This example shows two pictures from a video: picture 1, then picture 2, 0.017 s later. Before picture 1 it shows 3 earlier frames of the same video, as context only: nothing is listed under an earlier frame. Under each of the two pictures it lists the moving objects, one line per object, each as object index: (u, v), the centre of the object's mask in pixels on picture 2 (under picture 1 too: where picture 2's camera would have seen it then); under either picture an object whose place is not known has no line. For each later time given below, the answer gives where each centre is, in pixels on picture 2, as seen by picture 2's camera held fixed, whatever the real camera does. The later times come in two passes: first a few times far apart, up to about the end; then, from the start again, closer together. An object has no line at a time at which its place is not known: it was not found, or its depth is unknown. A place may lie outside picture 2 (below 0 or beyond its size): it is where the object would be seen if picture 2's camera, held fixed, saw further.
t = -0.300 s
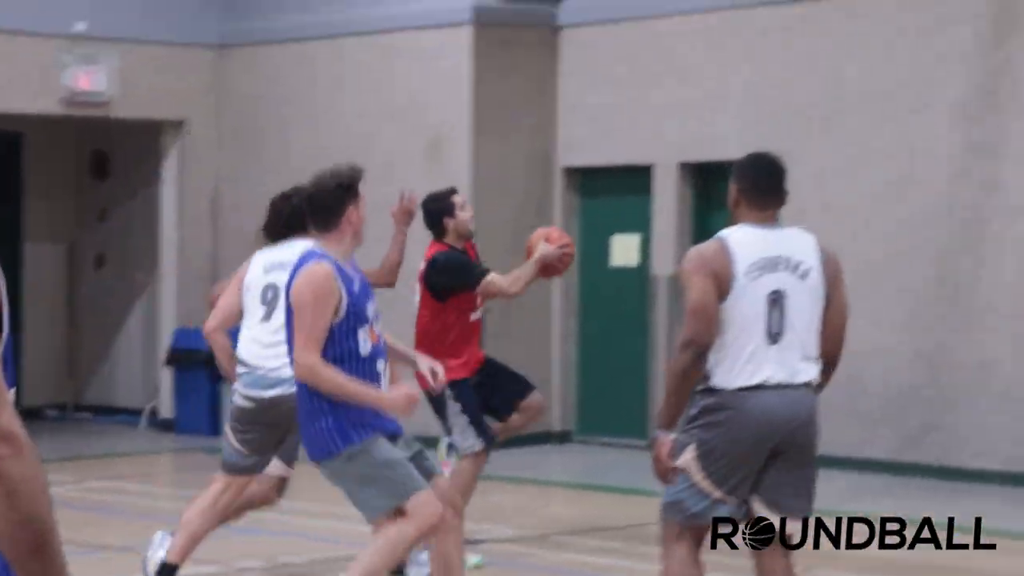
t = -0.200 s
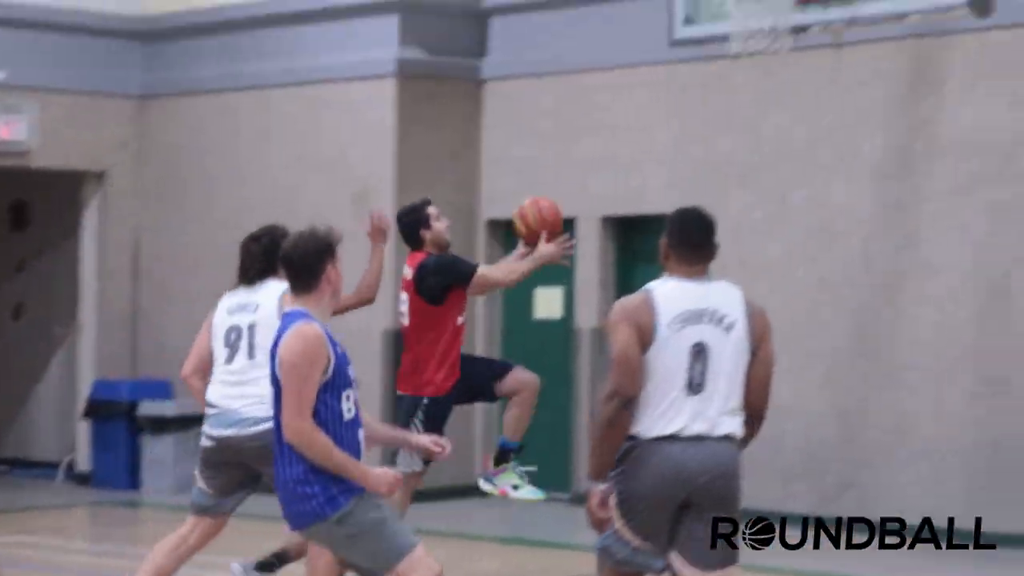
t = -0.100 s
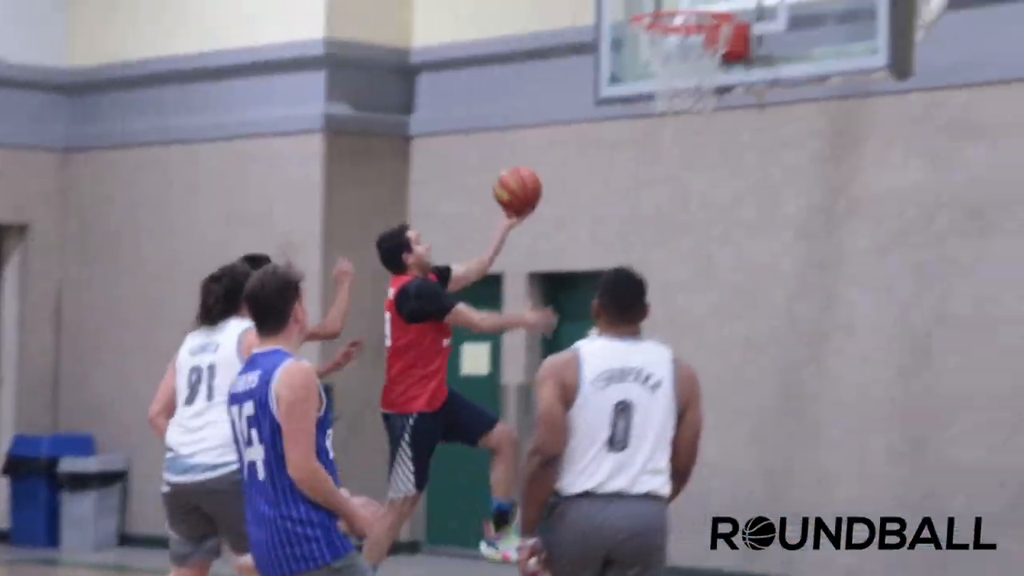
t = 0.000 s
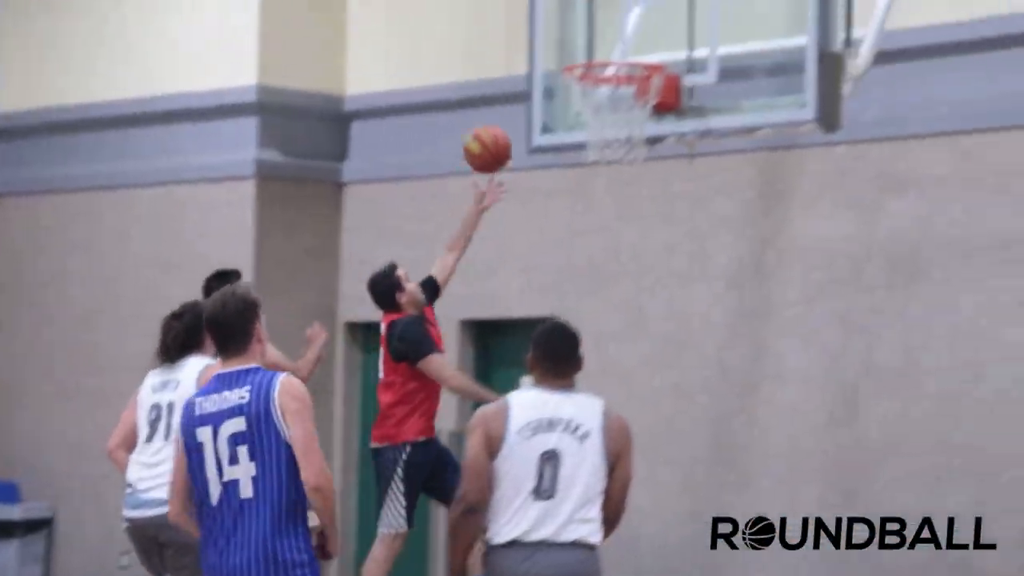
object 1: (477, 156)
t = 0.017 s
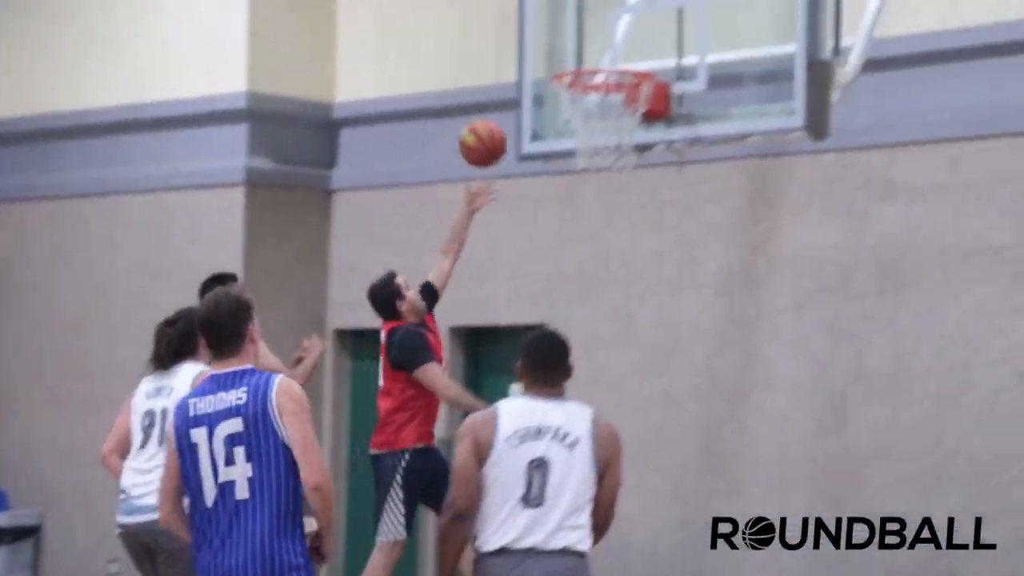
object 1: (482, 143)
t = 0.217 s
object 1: (549, 30)
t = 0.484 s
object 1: (570, 0)
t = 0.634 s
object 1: (563, 47)
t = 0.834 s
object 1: (612, 44)
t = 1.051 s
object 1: (616, 31)
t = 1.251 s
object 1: (612, 82)
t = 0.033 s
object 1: (488, 130)
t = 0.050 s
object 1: (493, 118)
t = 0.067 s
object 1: (499, 107)
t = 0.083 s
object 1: (505, 97)
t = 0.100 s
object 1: (511, 86)
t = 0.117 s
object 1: (517, 77)
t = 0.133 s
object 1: (522, 67)
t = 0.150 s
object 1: (528, 59)
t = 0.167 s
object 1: (533, 51)
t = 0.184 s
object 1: (539, 43)
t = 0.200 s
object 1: (544, 36)
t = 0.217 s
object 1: (549, 30)
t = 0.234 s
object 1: (555, 24)
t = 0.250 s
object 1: (559, 19)
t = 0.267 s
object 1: (564, 14)
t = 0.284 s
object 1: (570, 9)
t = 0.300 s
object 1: (575, 5)
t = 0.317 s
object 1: (579, 3)
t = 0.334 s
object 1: (578, 0)
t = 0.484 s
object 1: (570, 0)
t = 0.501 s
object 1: (570, 4)
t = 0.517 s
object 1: (568, 7)
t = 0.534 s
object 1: (568, 11)
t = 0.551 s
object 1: (567, 16)
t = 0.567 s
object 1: (566, 21)
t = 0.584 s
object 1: (565, 27)
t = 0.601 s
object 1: (564, 33)
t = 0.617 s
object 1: (564, 41)
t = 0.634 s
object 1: (563, 47)
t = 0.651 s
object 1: (562, 51)
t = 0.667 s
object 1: (565, 49)
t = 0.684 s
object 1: (570, 46)
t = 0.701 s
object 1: (575, 44)
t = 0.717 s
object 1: (579, 43)
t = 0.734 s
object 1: (584, 42)
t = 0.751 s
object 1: (588, 43)
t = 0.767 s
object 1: (592, 42)
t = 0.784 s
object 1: (597, 42)
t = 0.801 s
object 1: (603, 42)
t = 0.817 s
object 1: (607, 43)
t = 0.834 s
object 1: (612, 44)
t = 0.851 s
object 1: (617, 46)
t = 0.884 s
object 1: (620, 44)
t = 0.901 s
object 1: (619, 40)
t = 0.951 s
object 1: (619, 31)
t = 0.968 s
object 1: (618, 29)
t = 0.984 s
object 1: (618, 28)
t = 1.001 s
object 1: (617, 29)
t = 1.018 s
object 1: (617, 29)
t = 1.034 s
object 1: (616, 30)
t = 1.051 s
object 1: (616, 31)
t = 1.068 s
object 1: (615, 33)
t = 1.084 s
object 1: (615, 34)
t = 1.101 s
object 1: (615, 36)
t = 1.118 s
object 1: (615, 38)
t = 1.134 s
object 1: (614, 40)
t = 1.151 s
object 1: (614, 43)
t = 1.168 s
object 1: (613, 46)
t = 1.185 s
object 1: (613, 49)
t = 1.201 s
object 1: (613, 53)
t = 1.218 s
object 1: (613, 56)
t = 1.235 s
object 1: (610, 72)
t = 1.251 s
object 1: (612, 82)
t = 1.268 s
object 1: (612, 91)
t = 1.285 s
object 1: (612, 97)
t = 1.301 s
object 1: (610, 105)
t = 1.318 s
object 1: (608, 114)
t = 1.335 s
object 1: (606, 124)
